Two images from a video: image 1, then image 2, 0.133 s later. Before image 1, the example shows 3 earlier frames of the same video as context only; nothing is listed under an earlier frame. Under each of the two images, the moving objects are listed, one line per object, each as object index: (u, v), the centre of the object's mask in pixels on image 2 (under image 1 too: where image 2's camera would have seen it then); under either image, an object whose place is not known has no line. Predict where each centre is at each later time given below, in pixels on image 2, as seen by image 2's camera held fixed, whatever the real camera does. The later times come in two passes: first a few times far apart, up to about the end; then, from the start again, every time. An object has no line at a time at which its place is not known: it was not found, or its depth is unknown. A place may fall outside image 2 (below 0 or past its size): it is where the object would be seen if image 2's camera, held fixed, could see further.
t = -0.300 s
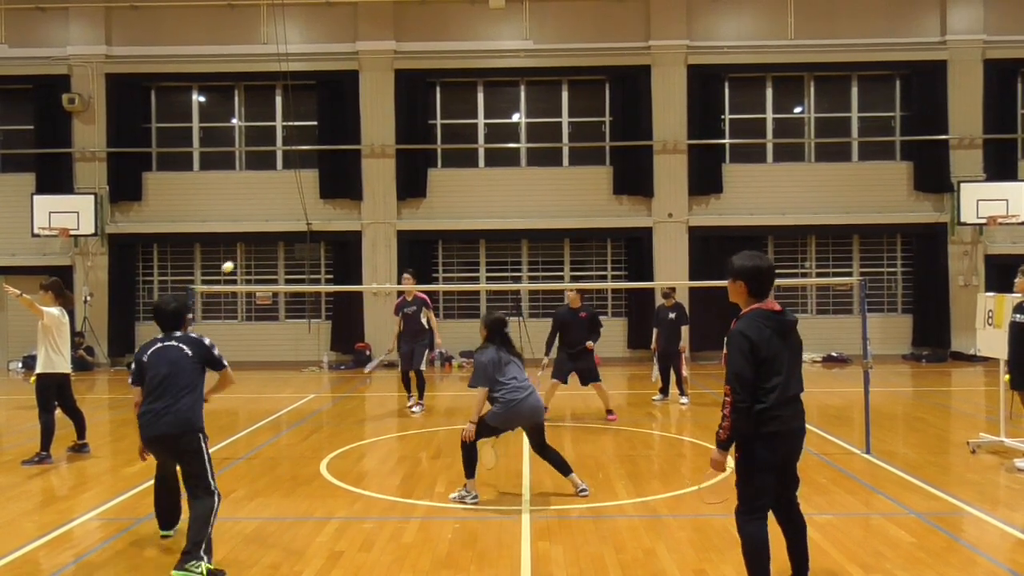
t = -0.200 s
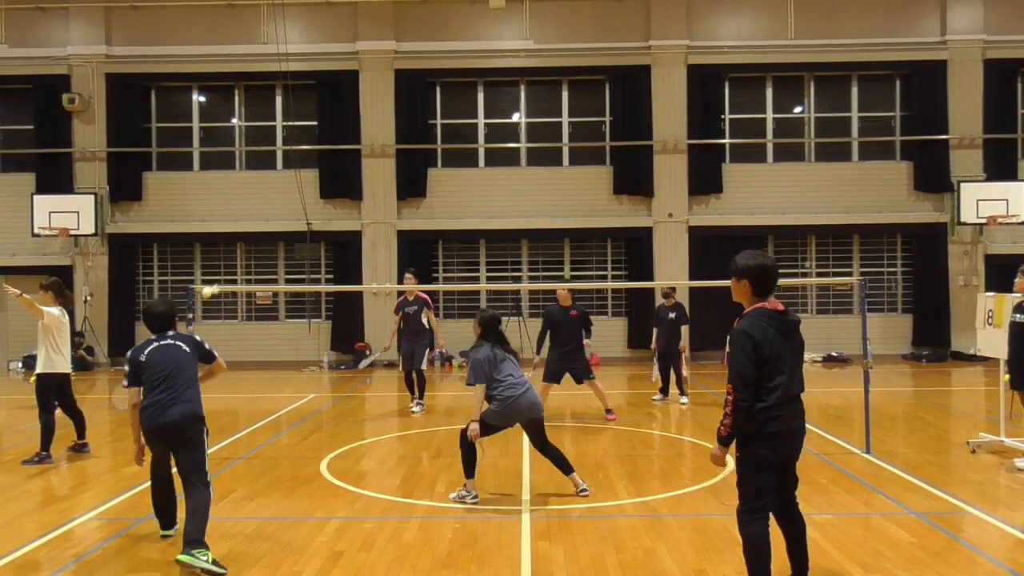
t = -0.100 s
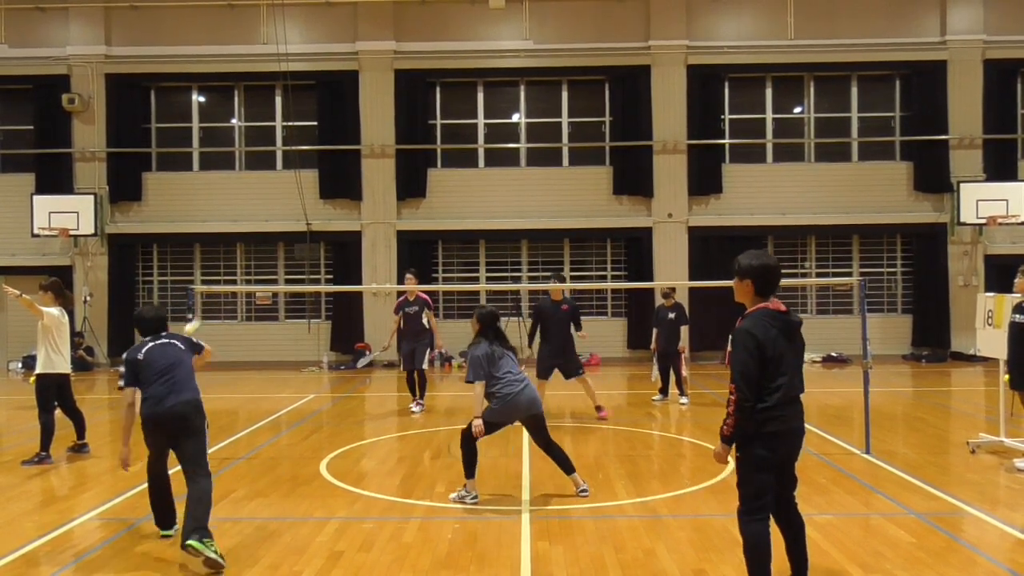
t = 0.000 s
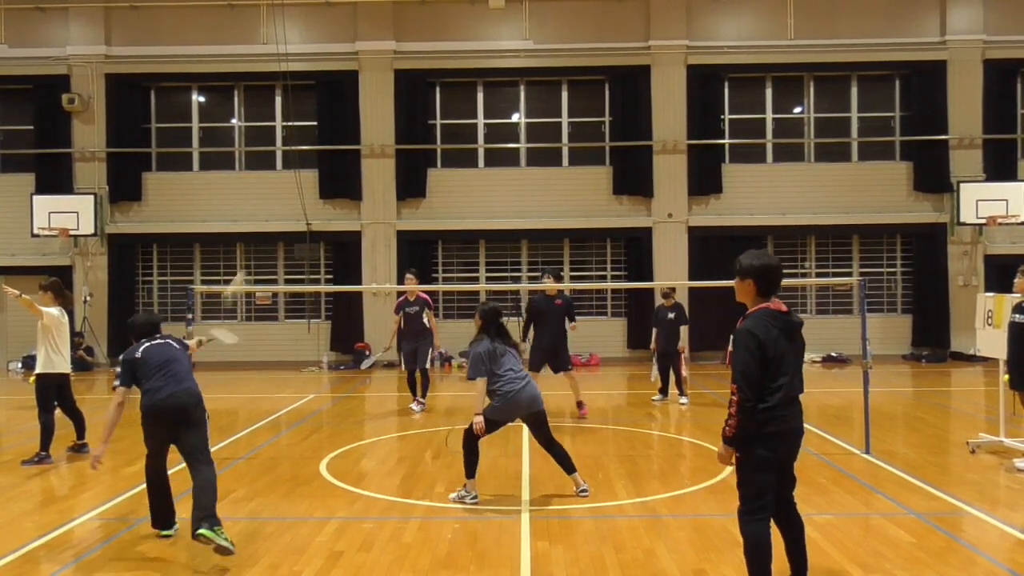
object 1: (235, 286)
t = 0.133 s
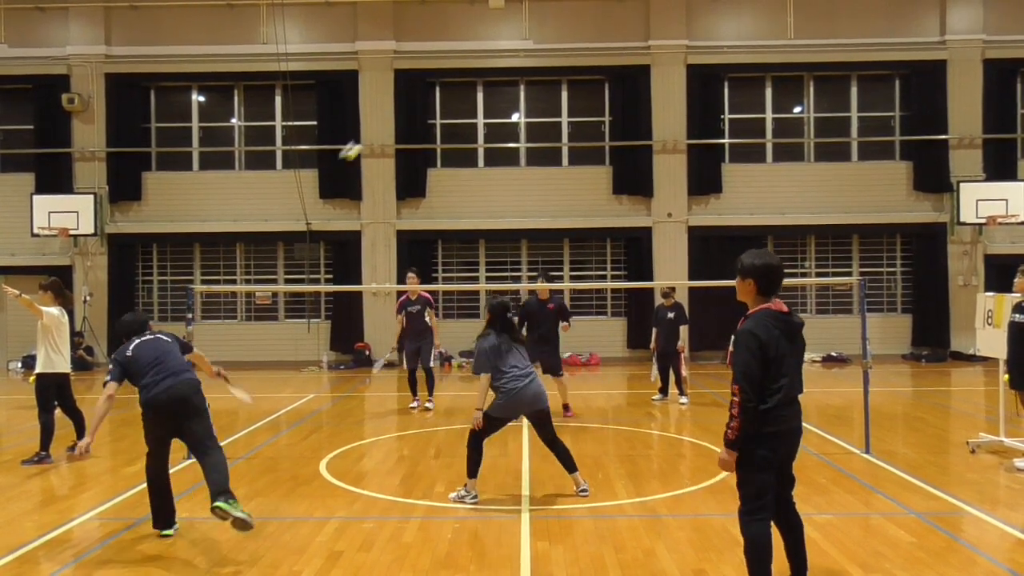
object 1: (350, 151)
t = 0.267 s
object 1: (423, 89)
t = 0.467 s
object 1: (496, 53)
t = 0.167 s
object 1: (372, 130)
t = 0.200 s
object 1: (392, 113)
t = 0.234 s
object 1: (408, 100)
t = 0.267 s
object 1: (423, 89)
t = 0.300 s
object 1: (437, 79)
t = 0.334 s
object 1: (451, 72)
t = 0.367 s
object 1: (465, 66)
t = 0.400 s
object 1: (476, 60)
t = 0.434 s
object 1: (486, 55)
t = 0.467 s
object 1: (496, 53)
